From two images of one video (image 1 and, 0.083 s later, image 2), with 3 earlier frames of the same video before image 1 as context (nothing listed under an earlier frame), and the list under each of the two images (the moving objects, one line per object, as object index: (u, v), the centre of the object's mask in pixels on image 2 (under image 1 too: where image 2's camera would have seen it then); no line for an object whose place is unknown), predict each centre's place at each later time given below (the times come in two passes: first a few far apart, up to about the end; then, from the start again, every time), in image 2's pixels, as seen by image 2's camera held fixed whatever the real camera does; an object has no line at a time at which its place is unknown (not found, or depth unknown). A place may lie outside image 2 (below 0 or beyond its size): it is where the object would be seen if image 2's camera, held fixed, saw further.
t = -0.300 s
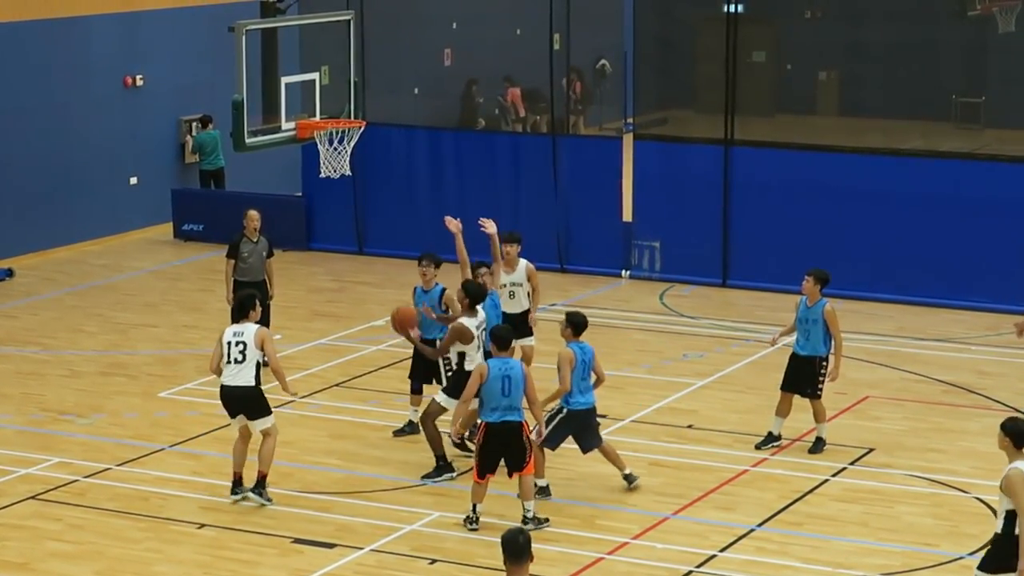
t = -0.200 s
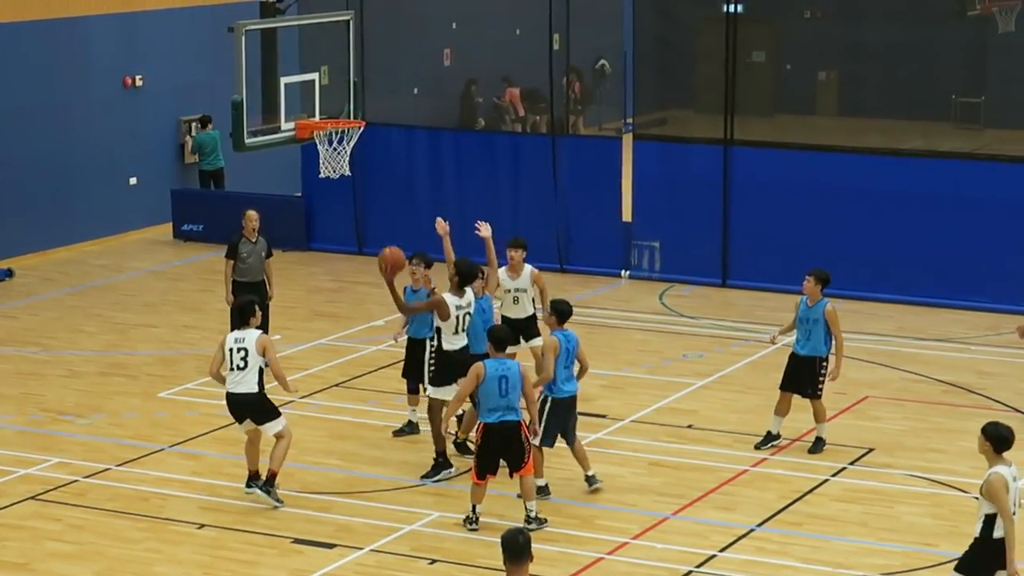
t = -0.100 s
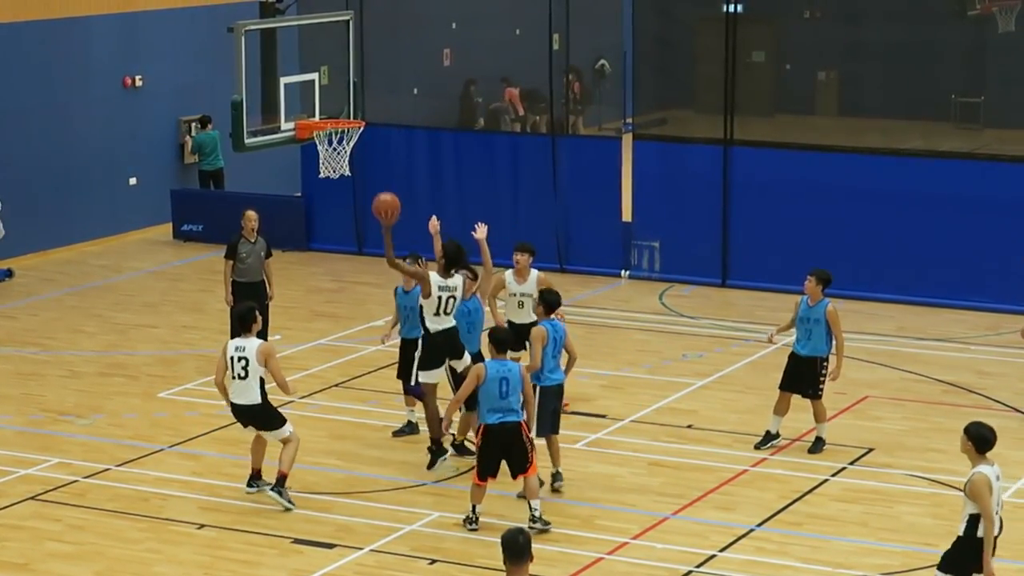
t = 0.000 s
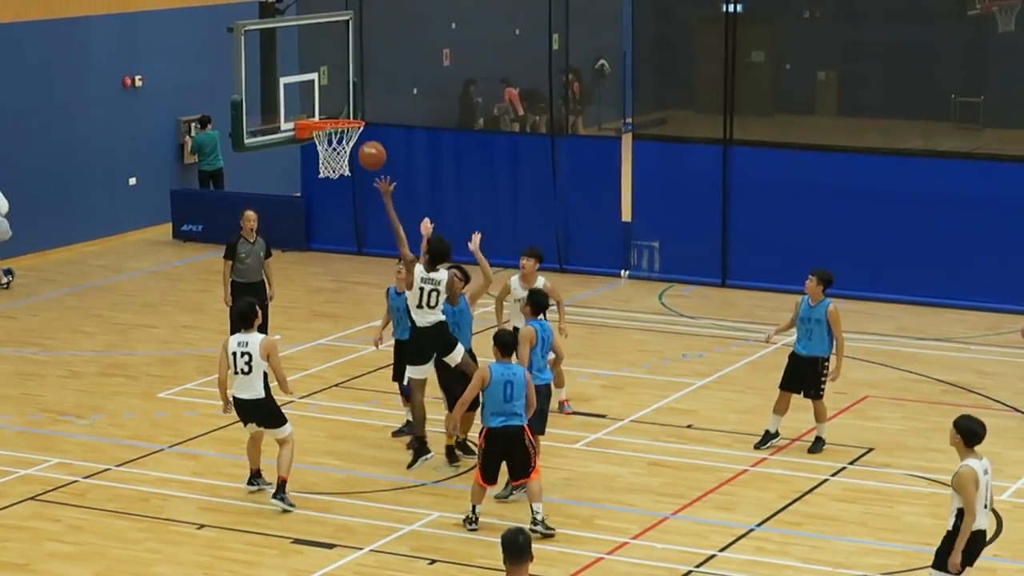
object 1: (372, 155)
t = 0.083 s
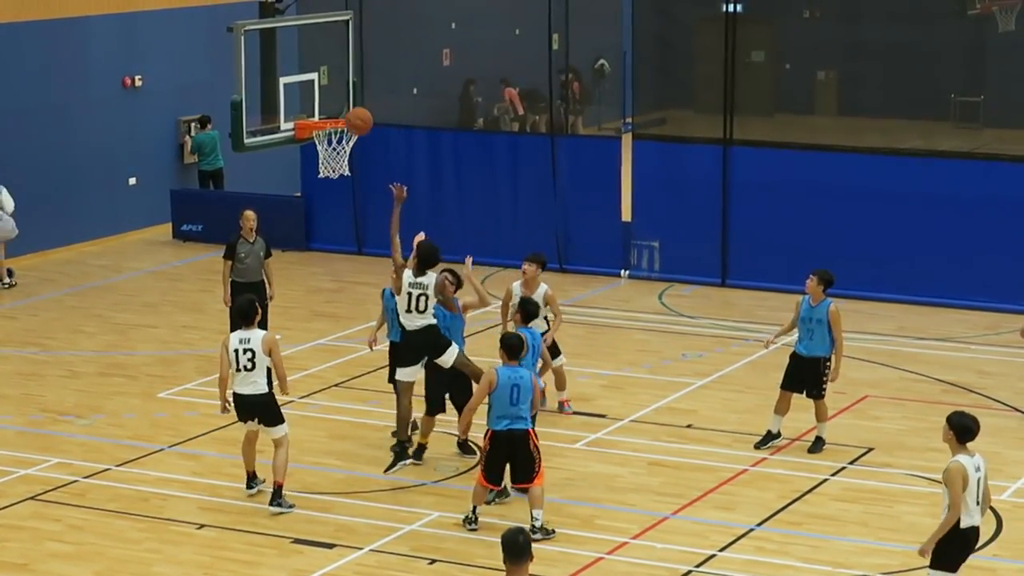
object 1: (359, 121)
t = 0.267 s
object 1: (331, 75)
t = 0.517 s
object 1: (328, 75)
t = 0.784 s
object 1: (366, 99)
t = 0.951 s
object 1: (378, 104)
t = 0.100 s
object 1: (356, 115)
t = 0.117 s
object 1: (353, 109)
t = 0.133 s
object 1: (351, 105)
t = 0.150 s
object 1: (348, 100)
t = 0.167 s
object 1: (346, 95)
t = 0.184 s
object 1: (343, 91)
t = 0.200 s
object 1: (341, 86)
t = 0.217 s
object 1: (339, 84)
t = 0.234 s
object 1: (336, 81)
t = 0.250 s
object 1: (333, 77)
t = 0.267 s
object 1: (331, 75)
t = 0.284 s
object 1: (328, 73)
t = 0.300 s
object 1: (326, 71)
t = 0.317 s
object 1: (323, 70)
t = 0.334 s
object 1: (321, 68)
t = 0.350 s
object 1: (319, 67)
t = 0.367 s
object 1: (316, 67)
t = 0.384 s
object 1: (314, 66)
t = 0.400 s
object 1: (312, 66)
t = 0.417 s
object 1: (309, 66)
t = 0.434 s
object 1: (311, 67)
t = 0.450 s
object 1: (314, 68)
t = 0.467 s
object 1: (318, 70)
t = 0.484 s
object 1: (321, 71)
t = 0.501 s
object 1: (324, 73)
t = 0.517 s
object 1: (328, 75)
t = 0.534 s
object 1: (332, 78)
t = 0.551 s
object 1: (335, 81)
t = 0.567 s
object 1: (338, 84)
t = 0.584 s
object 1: (342, 87)
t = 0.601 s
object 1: (346, 90)
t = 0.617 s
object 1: (349, 95)
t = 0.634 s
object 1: (352, 99)
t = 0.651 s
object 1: (356, 104)
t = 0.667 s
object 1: (359, 109)
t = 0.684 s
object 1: (361, 109)
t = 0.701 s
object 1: (362, 107)
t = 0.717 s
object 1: (363, 104)
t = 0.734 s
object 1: (364, 102)
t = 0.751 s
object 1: (365, 101)
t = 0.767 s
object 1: (366, 99)
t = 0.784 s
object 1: (366, 99)
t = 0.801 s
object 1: (368, 97)
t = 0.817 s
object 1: (369, 97)
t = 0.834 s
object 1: (370, 97)
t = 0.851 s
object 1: (371, 97)
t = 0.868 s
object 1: (372, 97)
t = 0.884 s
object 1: (374, 98)
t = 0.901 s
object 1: (374, 99)
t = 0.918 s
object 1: (376, 101)
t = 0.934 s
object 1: (377, 102)
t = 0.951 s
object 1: (378, 104)
